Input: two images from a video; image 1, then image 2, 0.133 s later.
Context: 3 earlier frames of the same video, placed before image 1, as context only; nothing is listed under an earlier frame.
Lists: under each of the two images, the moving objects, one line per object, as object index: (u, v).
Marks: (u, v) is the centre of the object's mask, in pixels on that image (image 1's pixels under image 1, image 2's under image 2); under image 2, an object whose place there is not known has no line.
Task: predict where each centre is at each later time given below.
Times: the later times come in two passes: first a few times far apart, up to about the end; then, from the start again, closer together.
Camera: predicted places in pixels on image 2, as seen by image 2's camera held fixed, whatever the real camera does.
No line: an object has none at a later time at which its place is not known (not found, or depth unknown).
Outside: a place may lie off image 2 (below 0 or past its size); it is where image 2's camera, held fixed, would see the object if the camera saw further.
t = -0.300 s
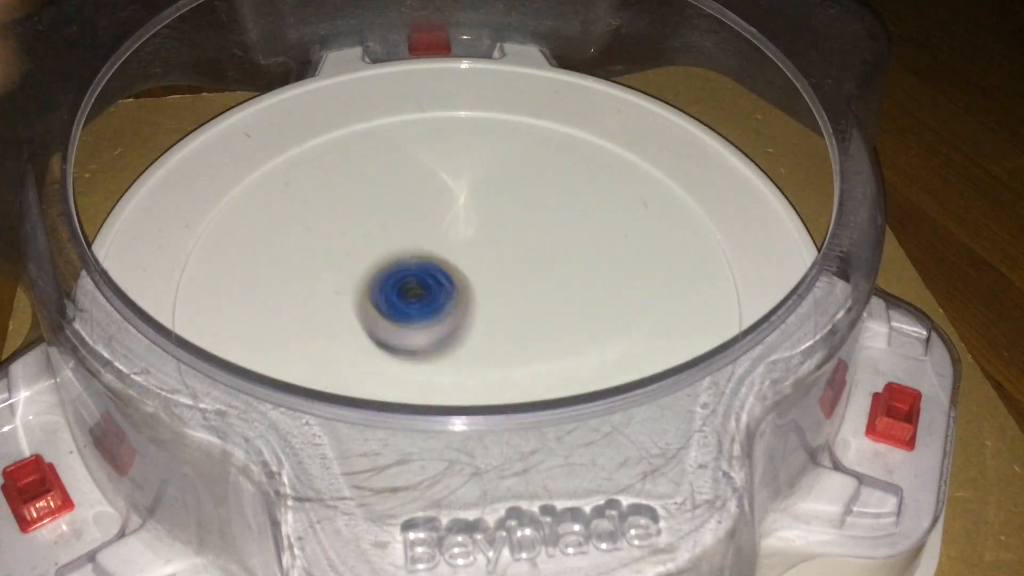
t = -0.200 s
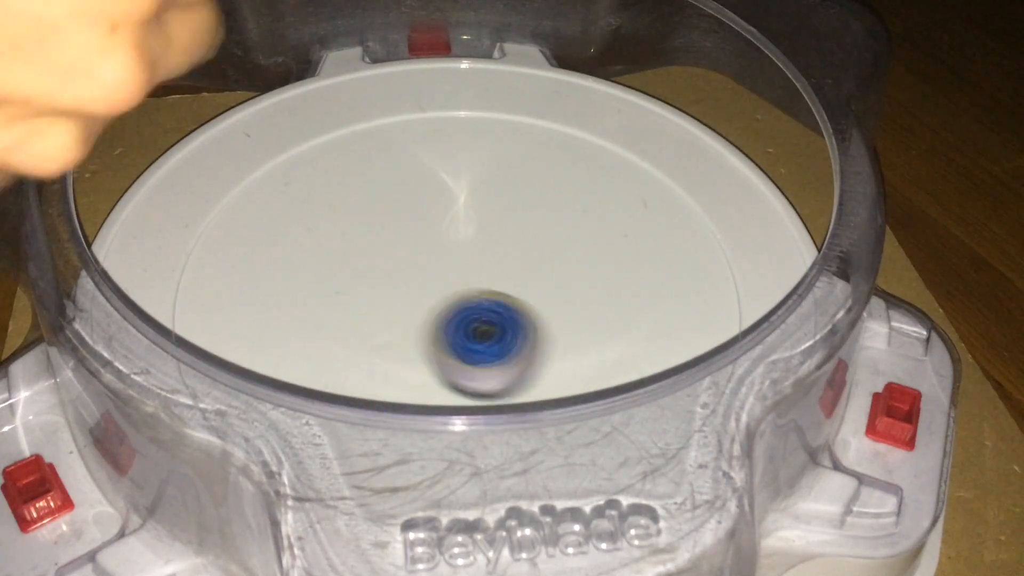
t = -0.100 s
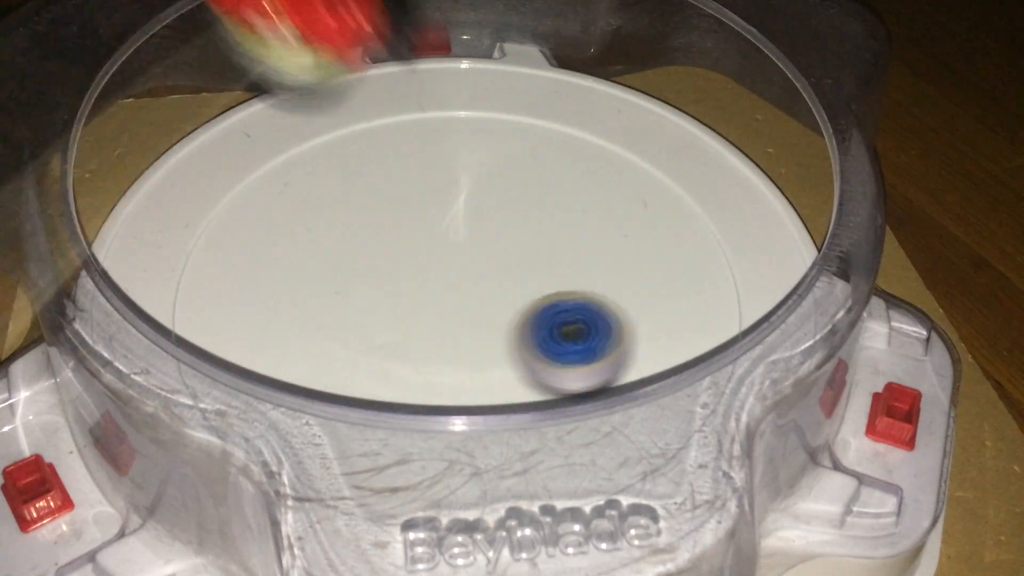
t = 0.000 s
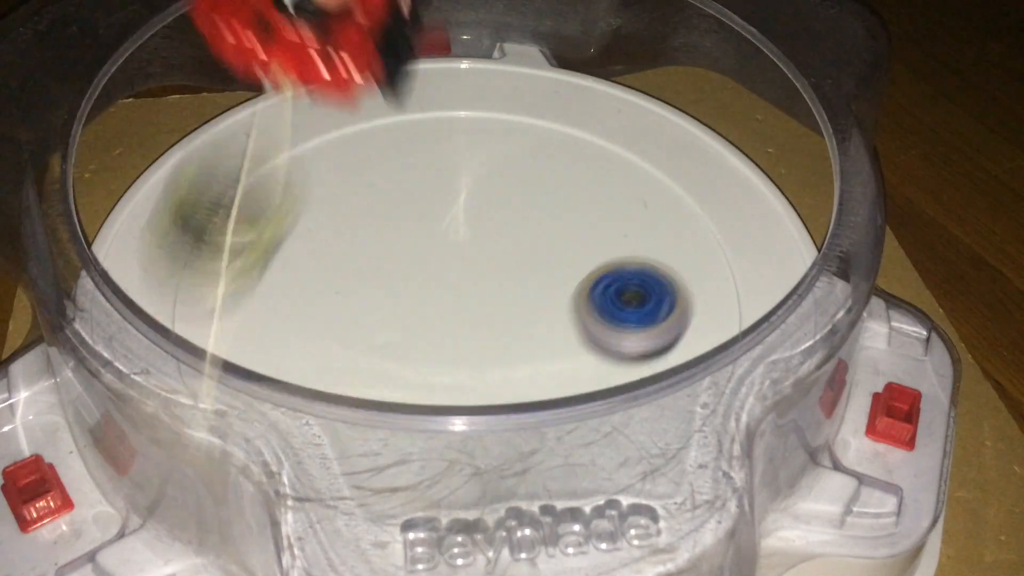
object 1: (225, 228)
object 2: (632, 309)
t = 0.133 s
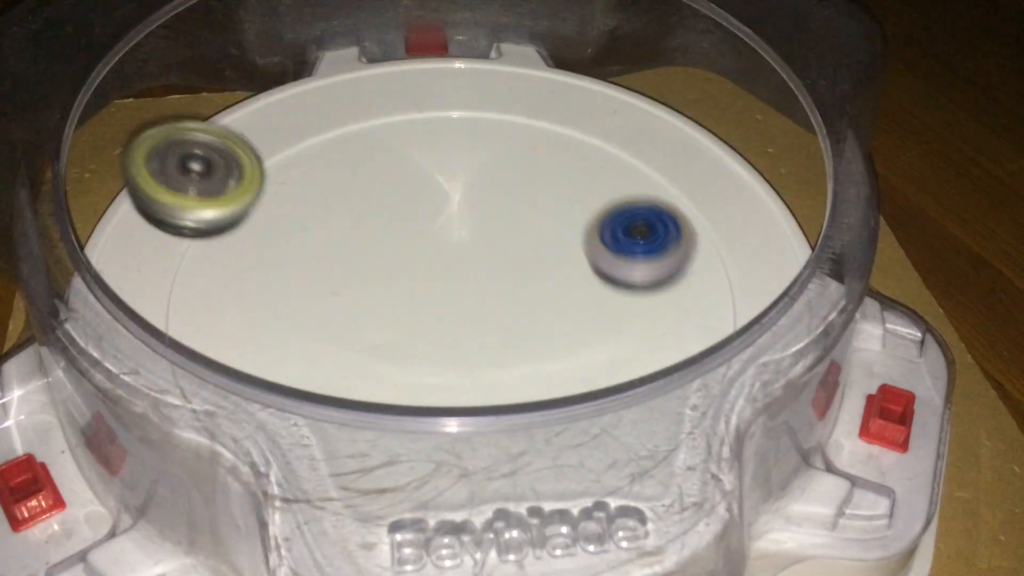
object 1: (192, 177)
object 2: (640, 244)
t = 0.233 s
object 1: (244, 271)
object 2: (599, 206)
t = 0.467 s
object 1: (500, 304)
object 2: (444, 161)
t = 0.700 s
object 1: (593, 336)
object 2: (299, 238)
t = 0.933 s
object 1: (522, 263)
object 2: (357, 411)
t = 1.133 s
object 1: (446, 159)
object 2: (582, 427)
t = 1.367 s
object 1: (298, 174)
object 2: (656, 264)
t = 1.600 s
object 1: (429, 398)
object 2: (458, 155)
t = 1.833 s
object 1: (722, 340)
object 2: (237, 230)
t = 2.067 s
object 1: (636, 139)
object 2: (257, 397)
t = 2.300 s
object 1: (258, 145)
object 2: (532, 440)
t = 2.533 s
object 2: (634, 246)
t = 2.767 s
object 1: (690, 185)
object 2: (447, 132)
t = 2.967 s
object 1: (336, 105)
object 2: (273, 176)
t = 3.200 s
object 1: (242, 312)
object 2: (268, 423)
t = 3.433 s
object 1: (605, 330)
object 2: (636, 443)
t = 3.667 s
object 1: (628, 131)
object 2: (680, 247)
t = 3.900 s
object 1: (350, 112)
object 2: (481, 142)
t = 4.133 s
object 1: (293, 348)
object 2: (260, 201)
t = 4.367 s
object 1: (675, 411)
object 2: (239, 333)
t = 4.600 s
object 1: (678, 176)
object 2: (418, 444)
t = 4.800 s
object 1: (426, 128)
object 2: (585, 361)
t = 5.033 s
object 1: (239, 330)
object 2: (588, 229)
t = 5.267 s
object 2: (443, 162)
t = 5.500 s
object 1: (673, 252)
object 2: (300, 206)
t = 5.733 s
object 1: (401, 152)
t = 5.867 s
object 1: (236, 206)
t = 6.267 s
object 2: (600, 272)
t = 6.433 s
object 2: (558, 205)
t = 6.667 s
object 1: (505, 199)
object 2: (356, 127)
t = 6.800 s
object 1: (384, 220)
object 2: (267, 160)
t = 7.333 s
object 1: (589, 284)
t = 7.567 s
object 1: (423, 199)
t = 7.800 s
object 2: (610, 195)
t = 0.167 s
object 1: (204, 192)
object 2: (630, 229)
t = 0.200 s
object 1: (222, 235)
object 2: (616, 216)
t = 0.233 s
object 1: (244, 271)
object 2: (599, 206)
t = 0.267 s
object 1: (287, 255)
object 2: (578, 197)
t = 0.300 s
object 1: (331, 258)
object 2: (555, 192)
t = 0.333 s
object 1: (373, 271)
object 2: (528, 189)
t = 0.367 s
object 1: (418, 257)
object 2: (501, 190)
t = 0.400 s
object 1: (453, 270)
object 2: (476, 183)
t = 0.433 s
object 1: (475, 284)
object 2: (461, 170)
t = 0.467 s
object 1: (500, 304)
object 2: (444, 161)
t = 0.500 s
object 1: (522, 318)
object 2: (423, 157)
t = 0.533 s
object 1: (542, 329)
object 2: (401, 161)
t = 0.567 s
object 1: (559, 336)
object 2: (378, 169)
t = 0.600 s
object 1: (574, 340)
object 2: (356, 181)
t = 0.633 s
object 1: (584, 339)
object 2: (334, 197)
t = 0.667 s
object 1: (590, 339)
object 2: (314, 216)
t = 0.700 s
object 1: (593, 336)
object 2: (299, 238)
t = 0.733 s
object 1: (590, 325)
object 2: (287, 263)
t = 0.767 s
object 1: (585, 323)
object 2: (280, 290)
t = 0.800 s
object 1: (576, 315)
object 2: (280, 318)
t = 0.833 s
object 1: (565, 304)
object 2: (288, 340)
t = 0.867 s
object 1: (551, 291)
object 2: (307, 360)
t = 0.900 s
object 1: (538, 277)
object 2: (325, 397)
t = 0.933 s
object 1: (522, 263)
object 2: (357, 411)
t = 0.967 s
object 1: (508, 247)
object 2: (385, 437)
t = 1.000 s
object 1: (495, 230)
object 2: (428, 448)
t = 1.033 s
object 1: (483, 212)
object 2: (469, 453)
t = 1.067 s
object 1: (471, 194)
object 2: (509, 451)
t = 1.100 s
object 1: (459, 176)
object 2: (549, 441)
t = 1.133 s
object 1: (446, 159)
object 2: (582, 427)
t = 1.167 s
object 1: (430, 144)
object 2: (612, 412)
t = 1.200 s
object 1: (410, 134)
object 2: (633, 384)
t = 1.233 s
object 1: (390, 129)
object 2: (651, 361)
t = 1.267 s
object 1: (368, 130)
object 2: (656, 331)
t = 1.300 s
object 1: (343, 136)
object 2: (667, 313)
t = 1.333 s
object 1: (317, 152)
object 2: (665, 289)
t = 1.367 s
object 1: (298, 174)
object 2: (656, 264)
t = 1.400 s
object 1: (285, 205)
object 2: (641, 240)
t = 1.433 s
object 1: (282, 240)
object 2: (622, 220)
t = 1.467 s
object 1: (290, 278)
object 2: (595, 199)
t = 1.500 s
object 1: (311, 317)
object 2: (566, 183)
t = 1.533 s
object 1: (342, 347)
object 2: (533, 170)
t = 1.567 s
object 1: (384, 368)
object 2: (496, 161)
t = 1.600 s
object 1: (429, 398)
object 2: (458, 155)
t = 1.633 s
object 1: (481, 413)
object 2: (417, 153)
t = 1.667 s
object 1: (540, 432)
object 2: (377, 156)
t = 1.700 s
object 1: (595, 432)
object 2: (341, 164)
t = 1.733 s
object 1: (643, 420)
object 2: (306, 176)
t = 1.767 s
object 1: (677, 398)
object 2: (278, 192)
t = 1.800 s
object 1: (706, 371)
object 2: (255, 210)
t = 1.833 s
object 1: (722, 340)
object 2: (237, 230)
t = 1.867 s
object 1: (721, 302)
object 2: (222, 252)
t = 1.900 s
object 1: (732, 280)
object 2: (213, 276)
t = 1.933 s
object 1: (732, 253)
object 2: (211, 301)
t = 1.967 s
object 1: (720, 223)
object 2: (221, 320)
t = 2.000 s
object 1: (701, 193)
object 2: (224, 353)
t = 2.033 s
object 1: (671, 163)
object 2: (238, 376)
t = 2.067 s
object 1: (636, 139)
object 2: (257, 397)
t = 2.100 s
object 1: (591, 116)
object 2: (285, 418)
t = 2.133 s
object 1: (540, 100)
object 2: (319, 440)
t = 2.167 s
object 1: (482, 91)
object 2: (354, 465)
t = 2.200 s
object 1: (425, 91)
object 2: (392, 470)
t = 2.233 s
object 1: (365, 100)
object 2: (444, 470)
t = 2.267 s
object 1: (310, 117)
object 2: (489, 454)
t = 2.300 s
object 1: (258, 145)
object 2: (532, 440)
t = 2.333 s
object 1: (216, 186)
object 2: (569, 422)
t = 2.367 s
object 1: (184, 235)
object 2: (599, 395)
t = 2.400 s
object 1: (177, 283)
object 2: (616, 356)
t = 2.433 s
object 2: (634, 335)
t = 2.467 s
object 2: (643, 309)
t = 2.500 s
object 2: (642, 276)
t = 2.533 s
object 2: (634, 246)
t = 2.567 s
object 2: (618, 218)
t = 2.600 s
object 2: (595, 192)
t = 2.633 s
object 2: (570, 172)
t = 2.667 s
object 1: (705, 321)
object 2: (541, 156)
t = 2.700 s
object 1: (733, 275)
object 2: (510, 144)
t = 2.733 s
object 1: (722, 232)
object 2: (478, 136)
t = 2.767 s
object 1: (690, 185)
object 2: (447, 132)
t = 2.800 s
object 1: (638, 138)
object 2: (415, 132)
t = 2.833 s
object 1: (585, 113)
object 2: (385, 134)
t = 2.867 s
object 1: (521, 96)
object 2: (359, 140)
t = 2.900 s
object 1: (458, 91)
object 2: (330, 147)
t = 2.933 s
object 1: (396, 96)
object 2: (307, 157)
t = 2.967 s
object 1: (336, 105)
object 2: (273, 176)
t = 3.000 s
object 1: (300, 114)
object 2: (238, 202)
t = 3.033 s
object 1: (266, 131)
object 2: (208, 232)
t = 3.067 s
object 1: (237, 163)
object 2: (188, 265)
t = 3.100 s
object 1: (213, 203)
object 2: (191, 297)
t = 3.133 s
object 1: (206, 243)
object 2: (211, 329)
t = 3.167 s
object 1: (216, 277)
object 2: (228, 370)
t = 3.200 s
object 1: (242, 312)
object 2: (268, 423)
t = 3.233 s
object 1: (285, 340)
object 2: (319, 463)
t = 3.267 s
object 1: (337, 360)
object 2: (378, 477)
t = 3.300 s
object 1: (392, 372)
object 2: (434, 482)
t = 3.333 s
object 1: (453, 374)
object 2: (498, 474)
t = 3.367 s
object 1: (510, 365)
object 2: (553, 470)
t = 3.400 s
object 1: (561, 350)
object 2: (599, 457)
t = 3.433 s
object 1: (605, 330)
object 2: (636, 443)
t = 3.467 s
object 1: (639, 300)
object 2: (662, 407)
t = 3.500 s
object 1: (664, 266)
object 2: (679, 380)
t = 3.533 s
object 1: (676, 232)
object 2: (692, 354)
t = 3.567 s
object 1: (680, 200)
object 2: (692, 320)
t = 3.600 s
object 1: (675, 172)
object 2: (698, 298)
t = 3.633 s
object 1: (660, 145)
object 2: (692, 272)
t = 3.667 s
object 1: (628, 131)
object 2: (680, 247)
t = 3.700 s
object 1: (591, 121)
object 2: (664, 225)
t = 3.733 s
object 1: (555, 111)
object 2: (642, 204)
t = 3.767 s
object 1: (514, 102)
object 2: (616, 186)
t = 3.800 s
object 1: (473, 96)
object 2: (586, 171)
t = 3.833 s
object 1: (432, 94)
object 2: (553, 158)
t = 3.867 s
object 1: (389, 99)
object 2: (518, 149)
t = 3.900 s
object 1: (350, 112)
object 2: (481, 142)
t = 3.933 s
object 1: (315, 132)
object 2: (444, 141)
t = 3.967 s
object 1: (284, 161)
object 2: (407, 142)
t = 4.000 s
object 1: (263, 193)
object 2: (369, 147)
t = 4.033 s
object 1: (249, 236)
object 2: (333, 155)
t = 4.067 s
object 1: (249, 279)
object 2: (303, 169)
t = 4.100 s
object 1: (264, 320)
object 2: (278, 183)
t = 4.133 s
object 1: (293, 348)
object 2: (260, 201)
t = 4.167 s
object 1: (328, 389)
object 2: (247, 218)
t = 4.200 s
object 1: (380, 430)
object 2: (236, 236)
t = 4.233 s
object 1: (440, 450)
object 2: (229, 254)
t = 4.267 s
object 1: (507, 466)
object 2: (223, 275)
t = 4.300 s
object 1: (572, 460)
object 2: (221, 298)
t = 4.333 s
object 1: (627, 448)
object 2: (227, 317)
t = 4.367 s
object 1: (675, 411)
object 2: (239, 333)
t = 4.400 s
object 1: (701, 375)
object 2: (244, 362)
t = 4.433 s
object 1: (716, 328)
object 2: (260, 383)
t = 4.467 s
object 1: (720, 296)
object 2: (284, 402)
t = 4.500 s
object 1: (727, 268)
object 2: (313, 420)
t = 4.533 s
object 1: (721, 234)
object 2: (342, 434)
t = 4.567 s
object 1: (706, 205)
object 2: (381, 441)
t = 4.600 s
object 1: (678, 176)
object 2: (418, 444)
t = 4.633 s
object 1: (643, 152)
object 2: (457, 442)
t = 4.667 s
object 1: (606, 135)
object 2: (490, 434)
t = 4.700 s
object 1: (563, 123)
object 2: (521, 415)
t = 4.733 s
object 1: (518, 118)
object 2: (547, 405)
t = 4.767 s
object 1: (470, 119)
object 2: (570, 386)
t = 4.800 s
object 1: (426, 128)
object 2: (585, 361)
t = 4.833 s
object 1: (381, 143)
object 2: (601, 348)
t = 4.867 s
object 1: (340, 162)
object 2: (611, 329)
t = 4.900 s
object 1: (302, 191)
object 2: (615, 308)
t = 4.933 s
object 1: (269, 224)
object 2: (614, 287)
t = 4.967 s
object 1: (246, 259)
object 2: (609, 266)
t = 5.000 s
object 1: (233, 299)
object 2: (600, 247)
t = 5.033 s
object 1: (239, 330)
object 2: (588, 229)
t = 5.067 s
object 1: (245, 377)
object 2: (573, 213)
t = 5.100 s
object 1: (269, 424)
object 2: (555, 199)
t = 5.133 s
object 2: (535, 187)
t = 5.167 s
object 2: (513, 177)
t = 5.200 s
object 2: (491, 170)
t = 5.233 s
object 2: (467, 165)
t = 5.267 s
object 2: (443, 162)
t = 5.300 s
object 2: (420, 161)
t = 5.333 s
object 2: (398, 163)
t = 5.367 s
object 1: (676, 390)
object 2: (376, 167)
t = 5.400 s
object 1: (686, 350)
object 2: (356, 173)
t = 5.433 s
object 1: (692, 311)
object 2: (334, 183)
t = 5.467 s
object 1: (690, 283)
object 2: (316, 193)
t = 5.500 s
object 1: (673, 252)
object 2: (300, 206)
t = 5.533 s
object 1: (648, 224)
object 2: (287, 223)
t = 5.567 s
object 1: (615, 200)
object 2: (278, 239)
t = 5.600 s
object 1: (576, 181)
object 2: (273, 257)
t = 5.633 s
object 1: (534, 166)
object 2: (271, 277)
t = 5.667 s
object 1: (490, 156)
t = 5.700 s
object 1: (446, 152)
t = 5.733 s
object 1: (401, 152)
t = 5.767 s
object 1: (358, 158)
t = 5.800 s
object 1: (314, 169)
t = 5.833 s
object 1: (273, 185)
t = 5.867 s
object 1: (236, 206)
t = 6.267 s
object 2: (600, 272)
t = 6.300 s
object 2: (598, 256)
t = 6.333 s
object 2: (592, 242)
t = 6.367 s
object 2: (583, 229)
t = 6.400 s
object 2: (572, 217)
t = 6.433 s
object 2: (558, 205)
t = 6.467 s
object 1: (603, 259)
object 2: (538, 188)
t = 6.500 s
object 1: (602, 249)
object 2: (509, 162)
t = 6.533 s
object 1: (595, 237)
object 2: (480, 145)
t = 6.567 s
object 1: (582, 226)
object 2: (447, 133)
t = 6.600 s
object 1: (561, 214)
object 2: (414, 126)
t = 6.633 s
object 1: (536, 205)
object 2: (384, 125)
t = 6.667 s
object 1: (505, 199)
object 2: (356, 127)
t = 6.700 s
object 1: (474, 198)
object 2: (330, 131)
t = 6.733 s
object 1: (441, 201)
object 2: (306, 138)
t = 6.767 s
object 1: (411, 209)
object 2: (287, 148)
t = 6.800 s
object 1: (384, 220)
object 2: (267, 160)
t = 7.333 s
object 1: (589, 284)
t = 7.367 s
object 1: (577, 263)
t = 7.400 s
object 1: (559, 243)
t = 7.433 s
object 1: (537, 227)
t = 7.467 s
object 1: (511, 214)
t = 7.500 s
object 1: (483, 204)
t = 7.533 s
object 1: (453, 199)
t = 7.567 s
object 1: (423, 199)
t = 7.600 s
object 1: (393, 204)
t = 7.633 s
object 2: (642, 266)
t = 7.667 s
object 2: (642, 249)
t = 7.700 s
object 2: (638, 234)
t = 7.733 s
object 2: (631, 220)
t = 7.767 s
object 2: (622, 206)
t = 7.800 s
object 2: (610, 195)
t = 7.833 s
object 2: (595, 185)
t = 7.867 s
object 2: (579, 177)
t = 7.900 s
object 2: (562, 171)
